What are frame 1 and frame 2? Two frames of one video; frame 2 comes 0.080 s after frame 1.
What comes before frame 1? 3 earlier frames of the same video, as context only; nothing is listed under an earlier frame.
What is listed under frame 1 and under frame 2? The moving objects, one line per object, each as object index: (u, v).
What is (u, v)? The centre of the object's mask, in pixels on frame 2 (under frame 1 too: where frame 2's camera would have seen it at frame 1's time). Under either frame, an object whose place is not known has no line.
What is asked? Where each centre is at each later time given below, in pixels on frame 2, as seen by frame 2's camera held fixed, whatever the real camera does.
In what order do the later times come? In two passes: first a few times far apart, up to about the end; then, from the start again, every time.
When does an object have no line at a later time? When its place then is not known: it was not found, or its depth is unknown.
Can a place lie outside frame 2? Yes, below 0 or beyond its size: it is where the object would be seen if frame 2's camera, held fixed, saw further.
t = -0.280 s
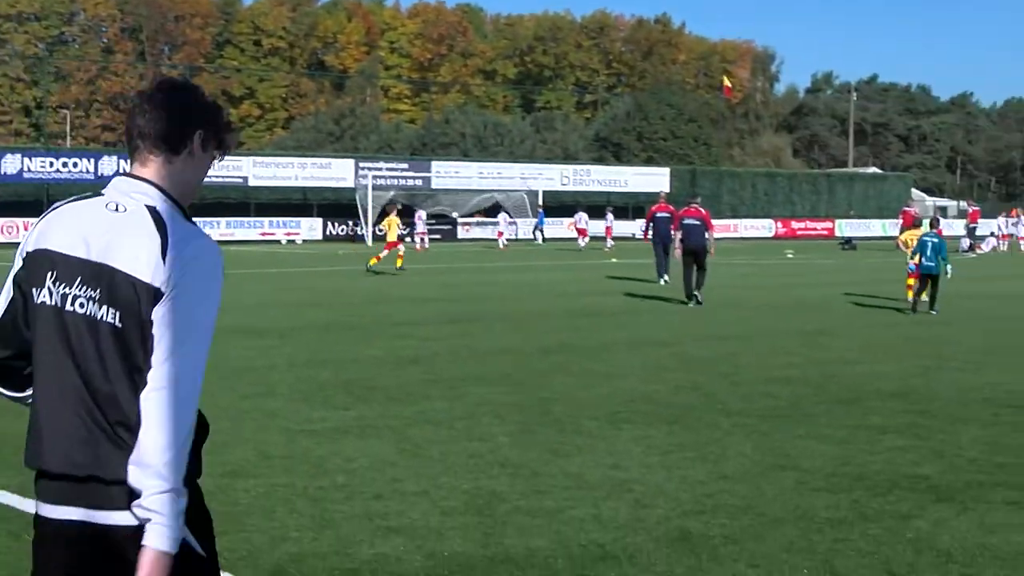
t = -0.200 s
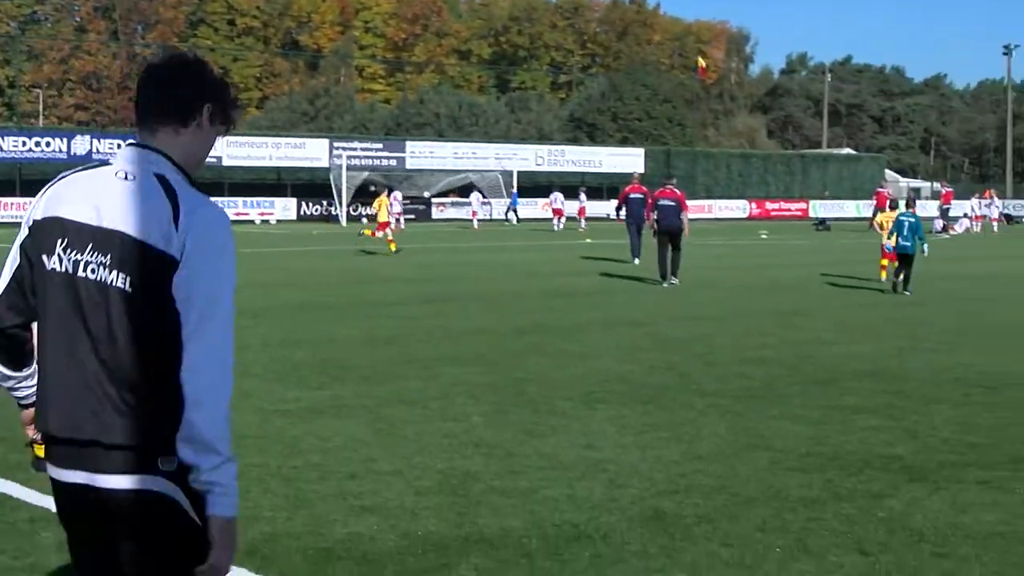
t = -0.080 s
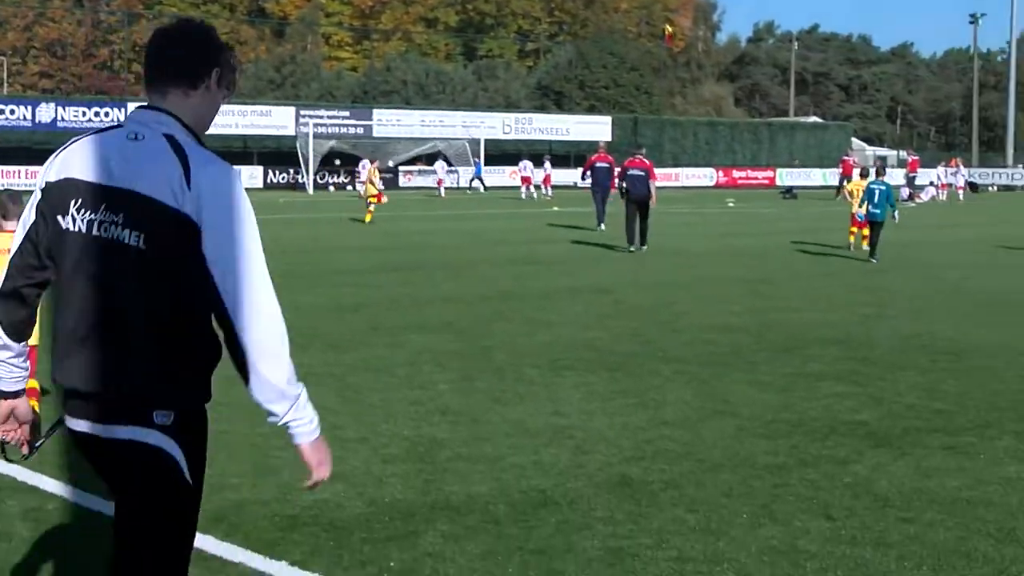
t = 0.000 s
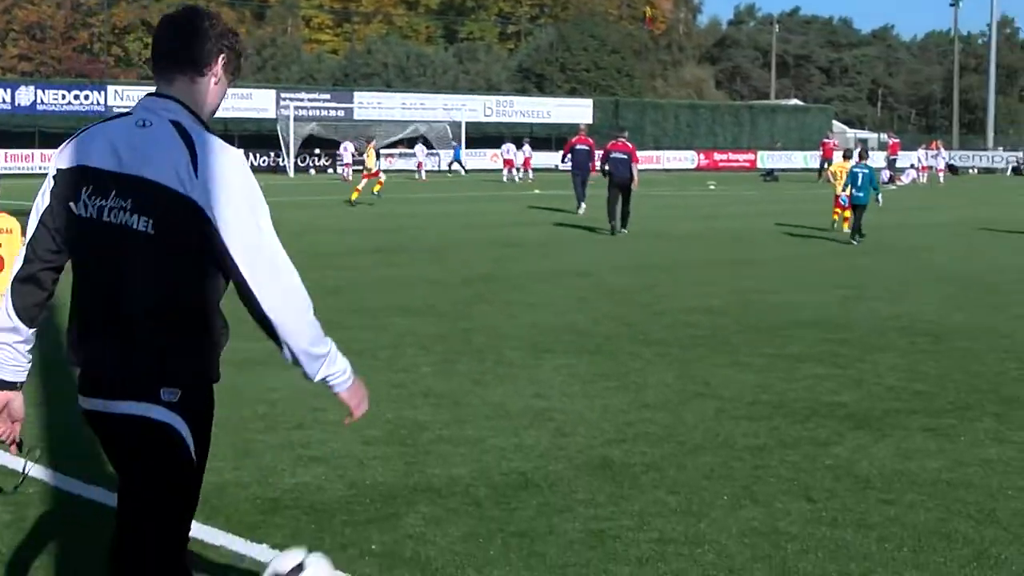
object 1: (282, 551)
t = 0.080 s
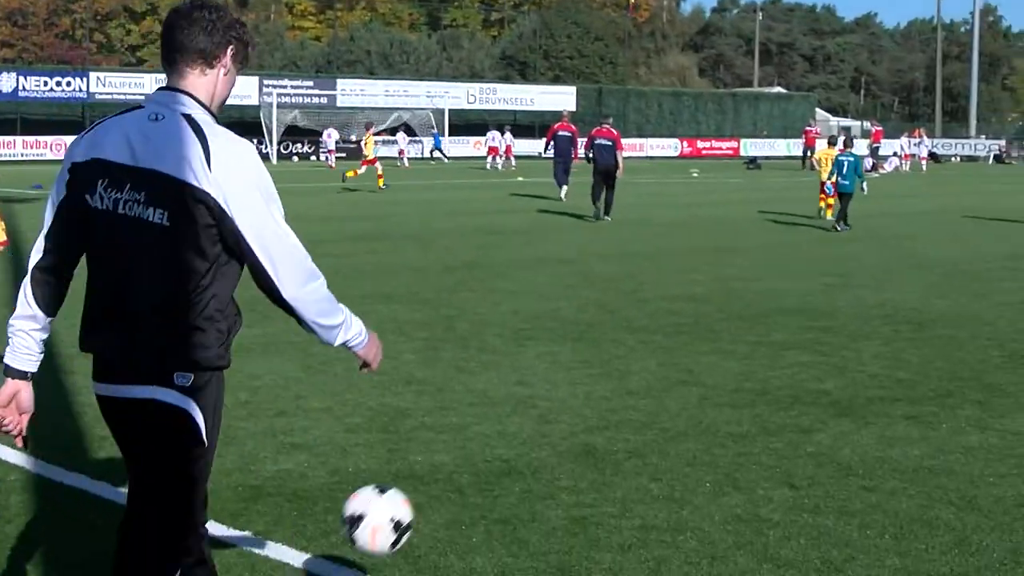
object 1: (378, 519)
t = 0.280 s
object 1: (572, 486)
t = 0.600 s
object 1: (725, 437)
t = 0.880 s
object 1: (812, 421)
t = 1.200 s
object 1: (894, 401)
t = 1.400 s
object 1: (933, 380)
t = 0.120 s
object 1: (420, 502)
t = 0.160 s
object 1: (462, 491)
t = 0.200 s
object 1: (501, 484)
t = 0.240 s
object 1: (537, 483)
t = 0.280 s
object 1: (572, 486)
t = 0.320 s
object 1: (604, 494)
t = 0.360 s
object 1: (634, 505)
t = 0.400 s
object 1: (655, 494)
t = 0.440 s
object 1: (670, 475)
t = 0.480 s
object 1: (684, 458)
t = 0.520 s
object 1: (699, 446)
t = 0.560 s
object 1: (712, 439)
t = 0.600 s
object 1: (725, 437)
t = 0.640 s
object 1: (737, 437)
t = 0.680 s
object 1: (750, 440)
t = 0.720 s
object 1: (762, 448)
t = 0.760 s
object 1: (775, 450)
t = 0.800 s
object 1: (787, 438)
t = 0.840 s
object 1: (800, 428)
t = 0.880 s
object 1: (812, 421)
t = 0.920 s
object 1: (824, 417)
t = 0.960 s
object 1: (835, 417)
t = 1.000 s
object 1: (846, 423)
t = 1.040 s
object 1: (857, 417)
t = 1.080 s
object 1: (867, 409)
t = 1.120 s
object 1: (876, 406)
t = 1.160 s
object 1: (885, 405)
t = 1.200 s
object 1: (894, 401)
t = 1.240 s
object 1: (903, 394)
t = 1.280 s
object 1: (911, 389)
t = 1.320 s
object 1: (918, 387)
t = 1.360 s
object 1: (926, 386)
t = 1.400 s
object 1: (933, 380)
